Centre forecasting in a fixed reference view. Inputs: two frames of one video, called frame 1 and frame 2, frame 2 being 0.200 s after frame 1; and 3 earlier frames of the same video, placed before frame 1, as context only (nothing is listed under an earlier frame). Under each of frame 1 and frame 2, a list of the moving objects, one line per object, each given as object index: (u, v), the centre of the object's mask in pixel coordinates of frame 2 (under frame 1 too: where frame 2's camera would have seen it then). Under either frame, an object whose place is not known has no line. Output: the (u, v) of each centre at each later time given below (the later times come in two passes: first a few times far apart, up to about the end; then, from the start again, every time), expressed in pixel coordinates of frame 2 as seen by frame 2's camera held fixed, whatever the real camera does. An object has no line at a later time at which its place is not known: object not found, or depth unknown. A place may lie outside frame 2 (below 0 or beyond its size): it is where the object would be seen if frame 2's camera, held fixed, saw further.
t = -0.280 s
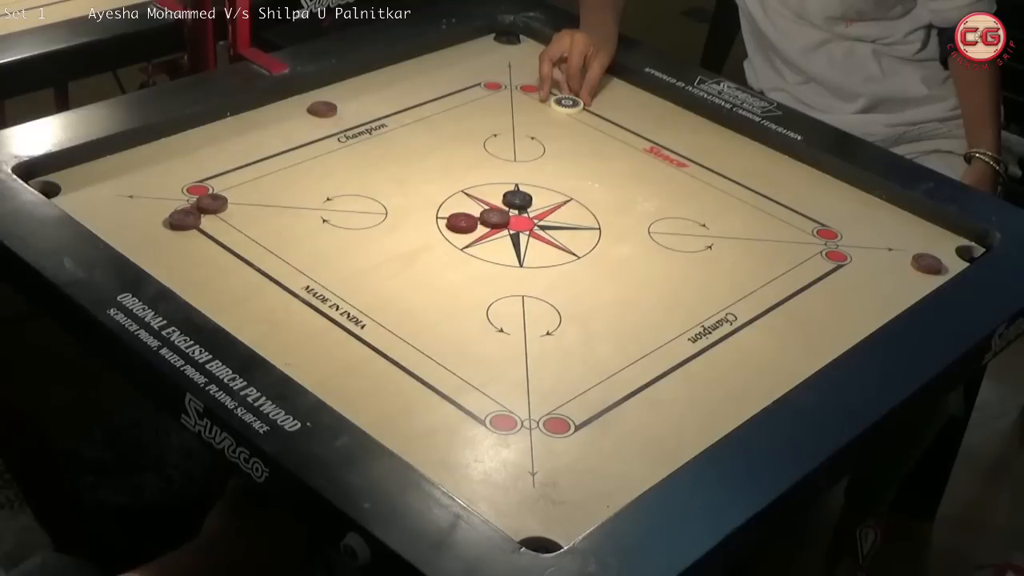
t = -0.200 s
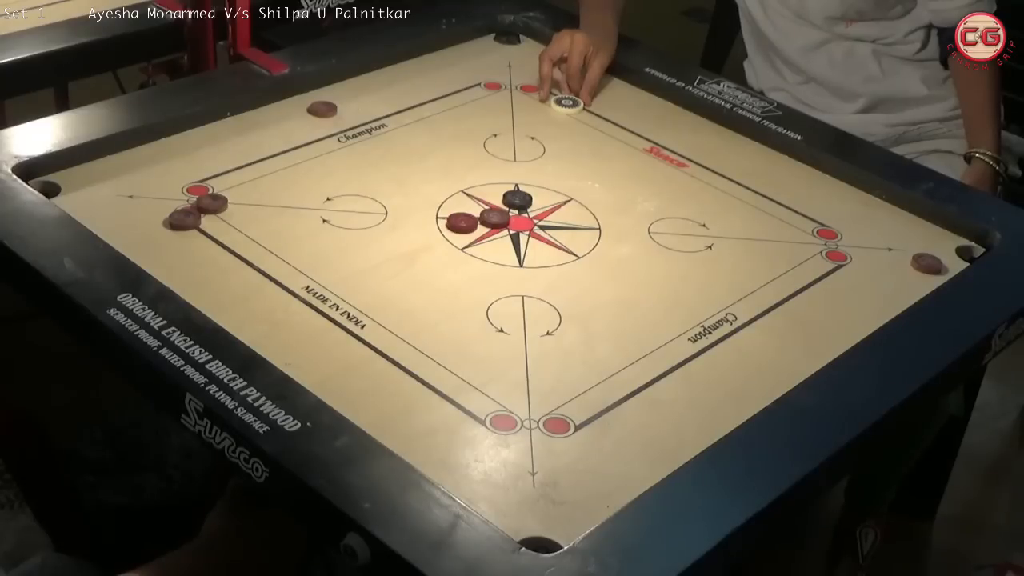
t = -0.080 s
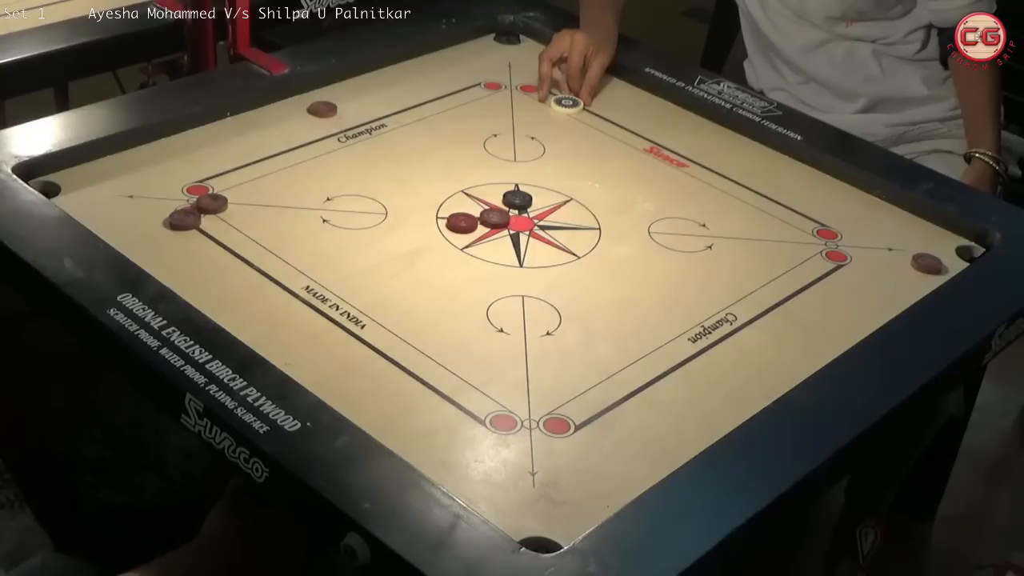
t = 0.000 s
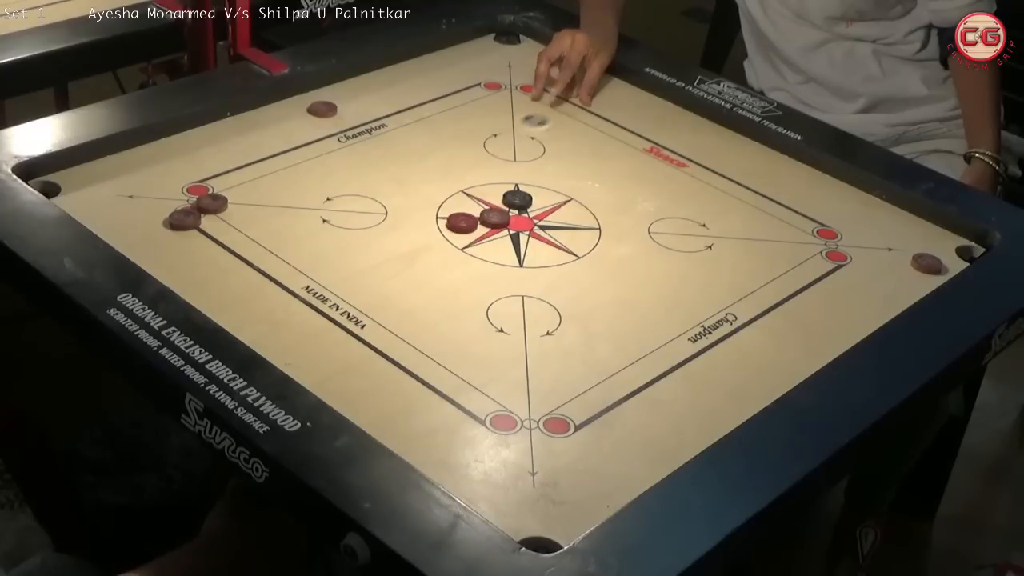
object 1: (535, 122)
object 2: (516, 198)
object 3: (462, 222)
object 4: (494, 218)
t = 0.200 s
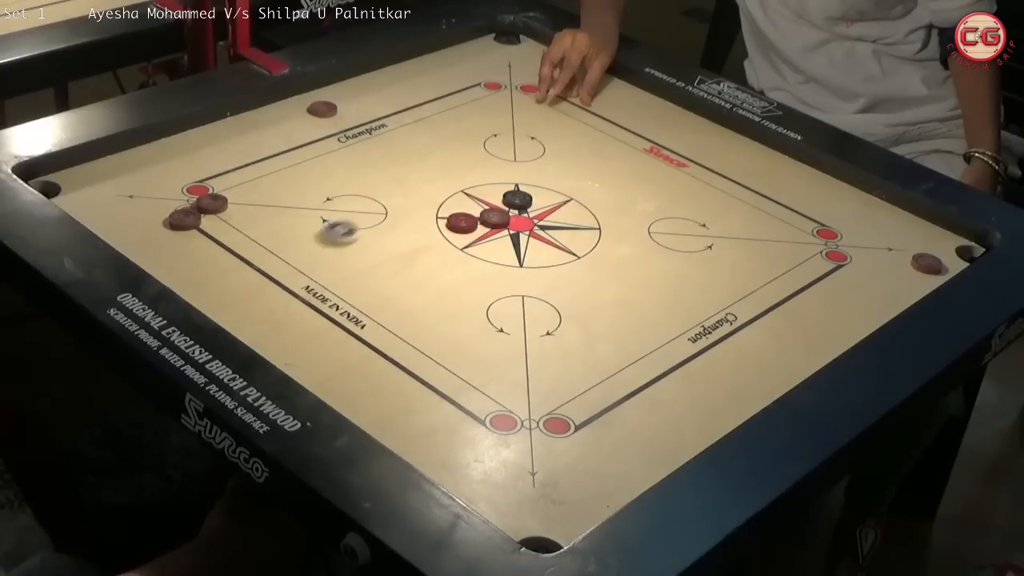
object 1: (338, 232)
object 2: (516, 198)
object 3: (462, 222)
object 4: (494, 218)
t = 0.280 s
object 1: (250, 284)
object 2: (516, 198)
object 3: (462, 222)
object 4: (494, 218)
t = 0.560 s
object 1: (437, 229)
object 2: (516, 197)
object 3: (470, 218)
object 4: (512, 214)
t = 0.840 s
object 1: (465, 212)
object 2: (534, 159)
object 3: (552, 179)
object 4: (752, 231)
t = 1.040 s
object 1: (466, 212)
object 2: (537, 155)
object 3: (570, 170)
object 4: (861, 240)
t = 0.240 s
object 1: (297, 257)
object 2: (516, 198)
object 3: (462, 222)
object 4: (494, 218)
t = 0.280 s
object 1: (250, 284)
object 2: (516, 198)
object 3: (462, 222)
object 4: (494, 218)
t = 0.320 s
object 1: (212, 307)
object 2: (516, 198)
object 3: (462, 222)
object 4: (494, 218)
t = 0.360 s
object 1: (252, 294)
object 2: (516, 198)
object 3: (462, 222)
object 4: (494, 218)
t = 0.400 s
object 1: (296, 278)
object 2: (516, 198)
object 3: (462, 222)
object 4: (494, 218)
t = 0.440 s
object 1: (339, 264)
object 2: (516, 198)
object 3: (462, 222)
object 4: (494, 218)
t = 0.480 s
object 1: (377, 250)
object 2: (516, 198)
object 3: (462, 222)
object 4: (494, 218)
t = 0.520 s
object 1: (414, 238)
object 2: (516, 198)
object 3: (462, 222)
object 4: (494, 218)
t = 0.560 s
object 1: (437, 229)
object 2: (516, 197)
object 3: (470, 218)
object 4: (512, 214)
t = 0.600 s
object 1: (444, 224)
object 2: (520, 191)
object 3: (486, 210)
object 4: (554, 216)
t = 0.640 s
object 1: (450, 221)
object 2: (523, 183)
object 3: (501, 203)
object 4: (592, 219)
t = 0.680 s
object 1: (455, 217)
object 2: (526, 176)
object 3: (514, 196)
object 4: (628, 222)
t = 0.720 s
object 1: (459, 215)
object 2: (529, 170)
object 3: (526, 191)
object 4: (662, 224)
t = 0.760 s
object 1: (462, 214)
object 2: (531, 166)
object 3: (536, 186)
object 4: (694, 226)
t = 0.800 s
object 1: (464, 212)
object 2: (533, 162)
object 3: (544, 182)
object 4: (724, 229)
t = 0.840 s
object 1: (465, 212)
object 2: (534, 159)
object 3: (552, 179)
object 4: (752, 231)
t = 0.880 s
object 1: (466, 212)
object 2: (536, 157)
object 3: (557, 176)
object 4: (778, 233)
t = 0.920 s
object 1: (466, 212)
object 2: (537, 156)
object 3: (562, 174)
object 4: (801, 235)
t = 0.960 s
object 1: (466, 212)
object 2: (537, 155)
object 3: (566, 172)
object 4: (824, 236)
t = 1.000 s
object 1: (466, 212)
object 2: (537, 155)
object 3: (568, 171)
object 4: (845, 238)
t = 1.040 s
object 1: (466, 212)
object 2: (537, 155)
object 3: (570, 170)
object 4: (861, 240)
